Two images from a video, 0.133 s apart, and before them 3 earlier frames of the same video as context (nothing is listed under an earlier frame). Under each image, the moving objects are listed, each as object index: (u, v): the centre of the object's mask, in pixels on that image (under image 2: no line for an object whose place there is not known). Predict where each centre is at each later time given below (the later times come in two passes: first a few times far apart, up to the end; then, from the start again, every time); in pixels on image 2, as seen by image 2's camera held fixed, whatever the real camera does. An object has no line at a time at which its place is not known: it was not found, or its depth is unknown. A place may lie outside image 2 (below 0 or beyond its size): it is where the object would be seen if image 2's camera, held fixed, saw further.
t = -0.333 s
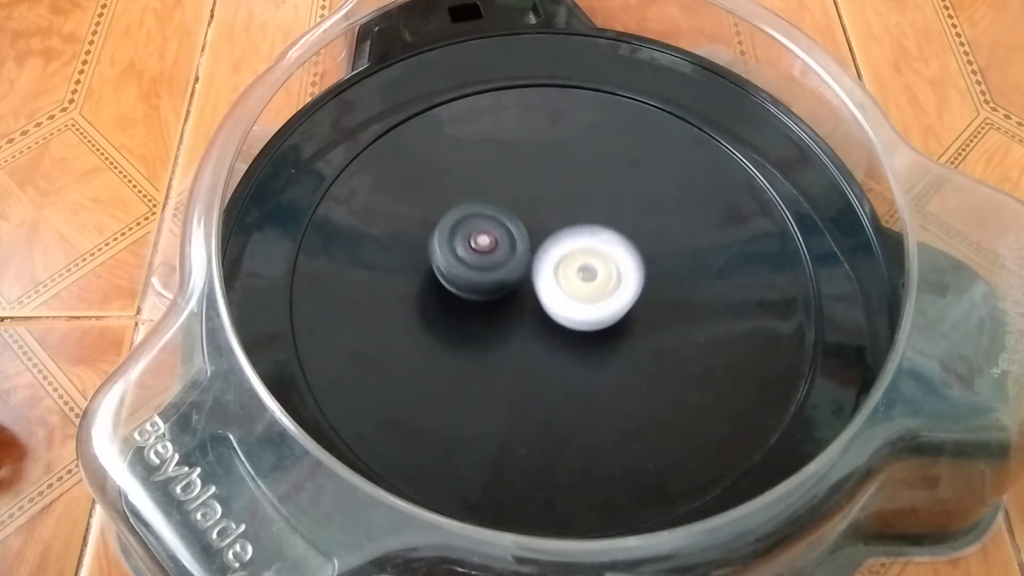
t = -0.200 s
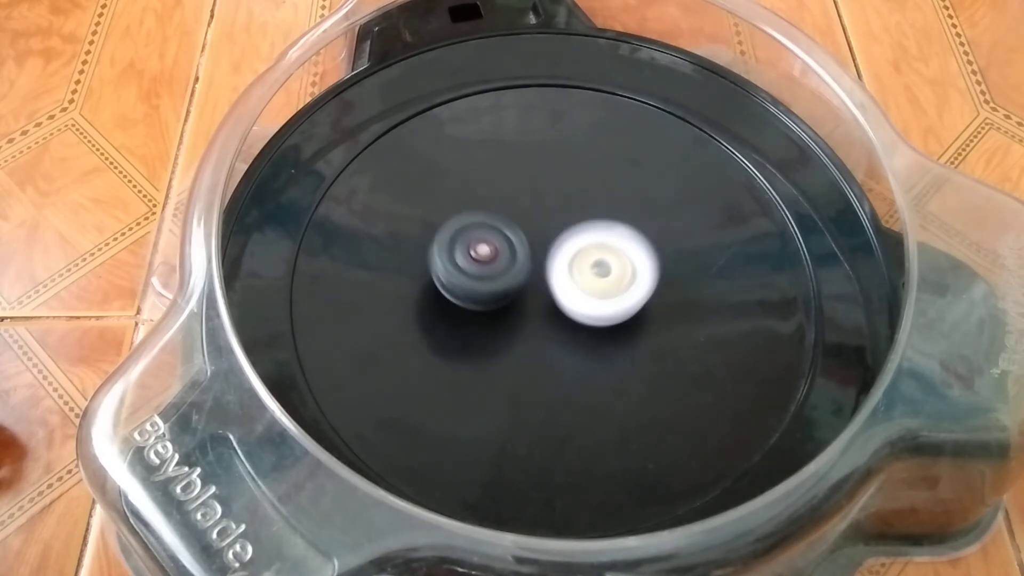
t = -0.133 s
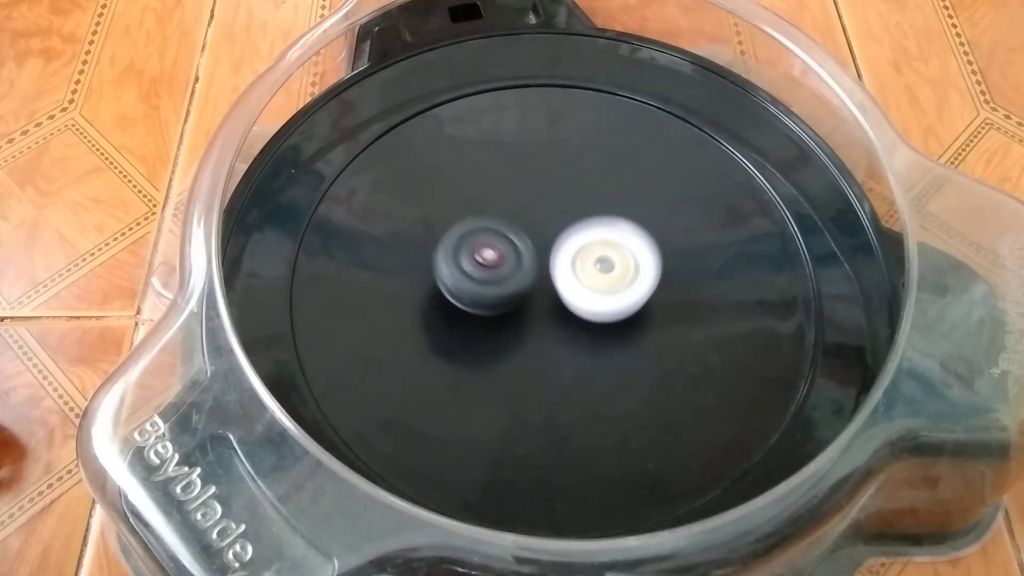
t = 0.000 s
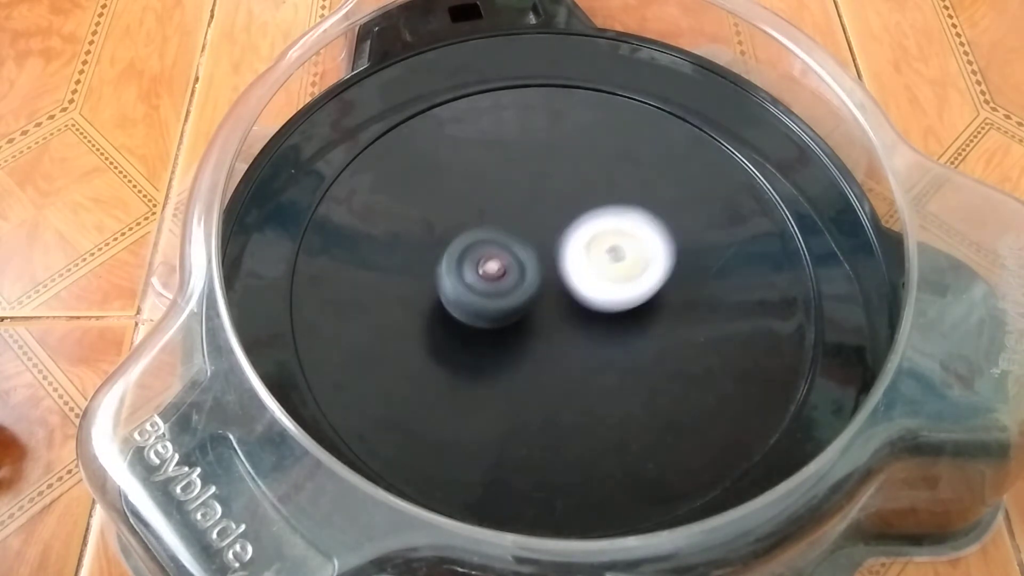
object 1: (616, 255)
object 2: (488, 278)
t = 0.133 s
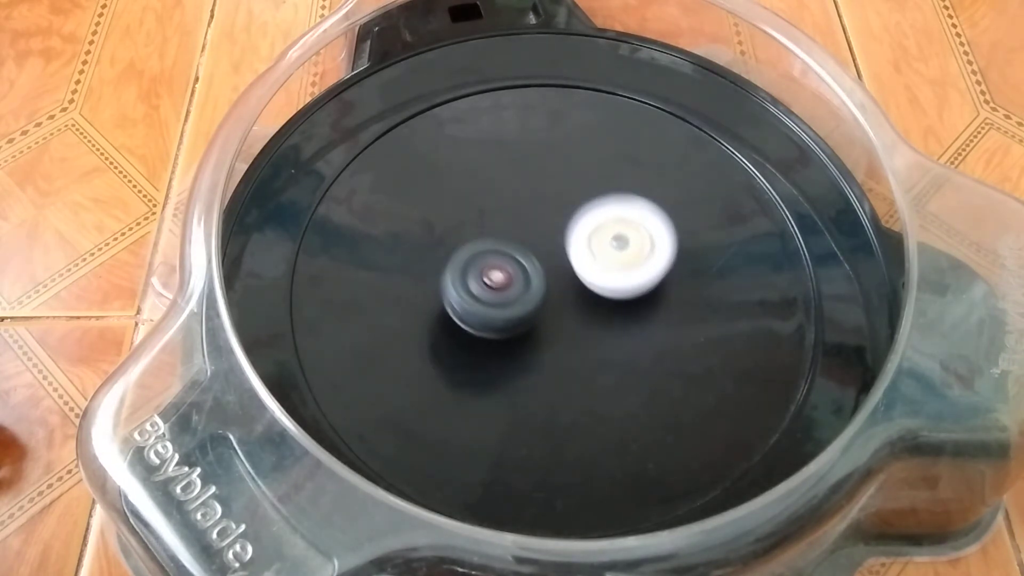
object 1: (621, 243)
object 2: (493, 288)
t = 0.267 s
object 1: (608, 238)
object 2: (507, 298)
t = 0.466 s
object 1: (609, 232)
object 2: (512, 311)
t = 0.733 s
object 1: (596, 220)
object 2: (524, 317)
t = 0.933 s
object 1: (576, 220)
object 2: (535, 324)
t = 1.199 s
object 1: (552, 223)
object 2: (548, 324)
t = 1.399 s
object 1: (536, 223)
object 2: (558, 321)
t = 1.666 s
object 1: (510, 209)
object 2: (573, 315)
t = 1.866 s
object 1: (500, 217)
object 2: (575, 298)
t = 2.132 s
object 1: (496, 227)
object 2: (594, 287)
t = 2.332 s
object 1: (502, 237)
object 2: (604, 277)
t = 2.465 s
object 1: (503, 244)
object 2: (611, 272)
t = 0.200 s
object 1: (615, 240)
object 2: (499, 293)
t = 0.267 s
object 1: (608, 238)
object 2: (507, 298)
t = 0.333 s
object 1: (601, 235)
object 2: (514, 303)
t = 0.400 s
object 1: (608, 234)
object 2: (510, 309)
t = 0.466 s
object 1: (609, 232)
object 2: (512, 311)
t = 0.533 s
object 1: (605, 232)
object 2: (518, 310)
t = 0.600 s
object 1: (599, 228)
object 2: (524, 308)
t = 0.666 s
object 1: (600, 223)
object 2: (521, 315)
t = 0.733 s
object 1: (596, 220)
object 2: (524, 317)
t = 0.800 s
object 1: (588, 220)
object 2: (528, 316)
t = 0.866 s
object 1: (581, 226)
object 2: (533, 316)
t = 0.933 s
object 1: (576, 220)
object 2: (535, 324)
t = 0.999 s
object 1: (571, 217)
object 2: (537, 326)
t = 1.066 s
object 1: (563, 216)
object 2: (540, 325)
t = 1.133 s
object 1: (557, 219)
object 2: (543, 323)
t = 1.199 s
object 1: (552, 223)
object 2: (548, 324)
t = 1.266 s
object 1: (547, 221)
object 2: (551, 324)
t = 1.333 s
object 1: (542, 225)
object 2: (555, 322)
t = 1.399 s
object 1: (536, 223)
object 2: (558, 321)
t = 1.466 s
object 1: (530, 221)
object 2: (562, 318)
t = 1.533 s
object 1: (525, 222)
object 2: (565, 315)
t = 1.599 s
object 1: (518, 214)
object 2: (570, 316)
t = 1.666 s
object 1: (510, 209)
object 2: (573, 315)
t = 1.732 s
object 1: (505, 210)
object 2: (573, 309)
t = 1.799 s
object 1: (503, 215)
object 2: (572, 302)
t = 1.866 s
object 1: (500, 217)
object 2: (575, 298)
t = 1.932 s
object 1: (497, 217)
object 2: (581, 297)
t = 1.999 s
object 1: (499, 223)
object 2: (584, 293)
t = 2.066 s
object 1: (497, 226)
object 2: (589, 290)
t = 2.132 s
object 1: (496, 227)
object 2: (594, 287)
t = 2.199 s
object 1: (498, 231)
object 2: (597, 283)
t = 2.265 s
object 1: (499, 233)
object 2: (602, 280)
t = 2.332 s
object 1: (502, 237)
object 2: (604, 277)
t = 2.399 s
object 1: (501, 240)
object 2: (610, 274)
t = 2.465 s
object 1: (503, 244)
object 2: (611, 272)
